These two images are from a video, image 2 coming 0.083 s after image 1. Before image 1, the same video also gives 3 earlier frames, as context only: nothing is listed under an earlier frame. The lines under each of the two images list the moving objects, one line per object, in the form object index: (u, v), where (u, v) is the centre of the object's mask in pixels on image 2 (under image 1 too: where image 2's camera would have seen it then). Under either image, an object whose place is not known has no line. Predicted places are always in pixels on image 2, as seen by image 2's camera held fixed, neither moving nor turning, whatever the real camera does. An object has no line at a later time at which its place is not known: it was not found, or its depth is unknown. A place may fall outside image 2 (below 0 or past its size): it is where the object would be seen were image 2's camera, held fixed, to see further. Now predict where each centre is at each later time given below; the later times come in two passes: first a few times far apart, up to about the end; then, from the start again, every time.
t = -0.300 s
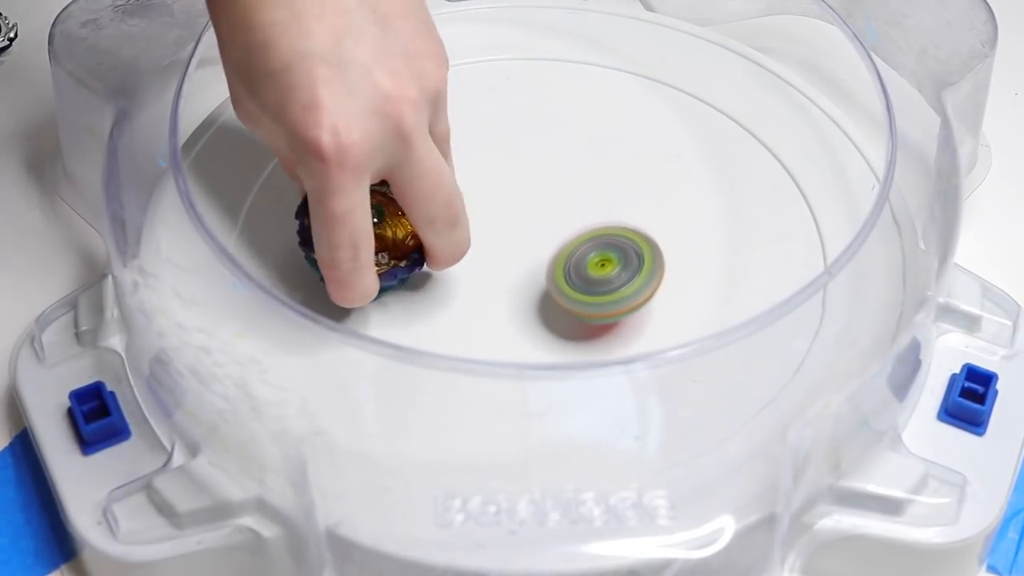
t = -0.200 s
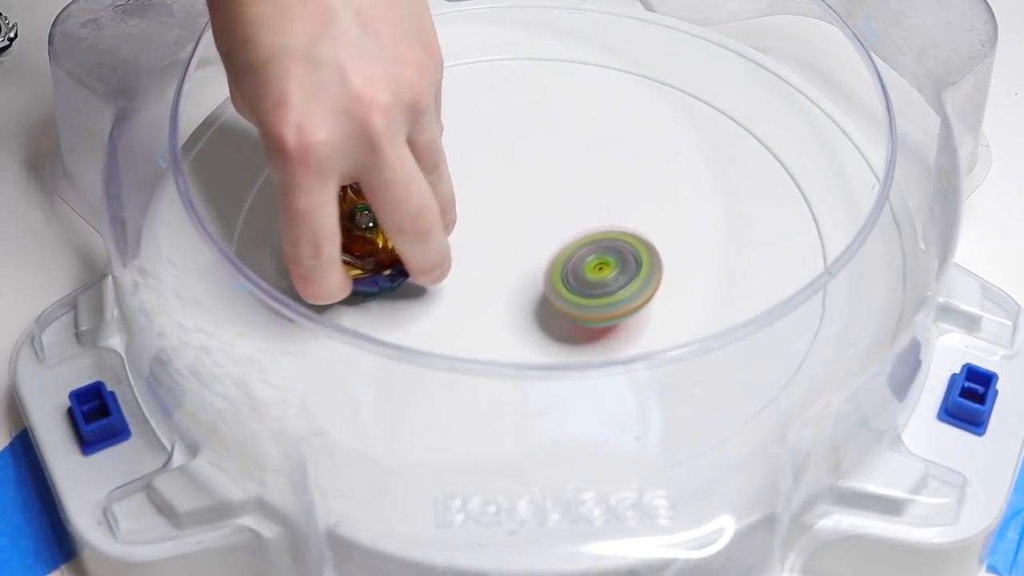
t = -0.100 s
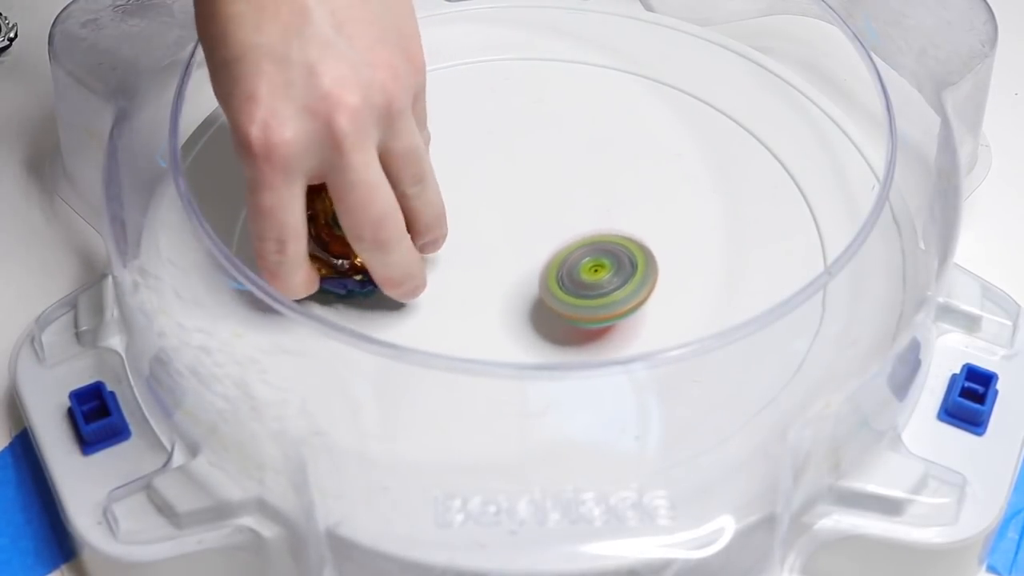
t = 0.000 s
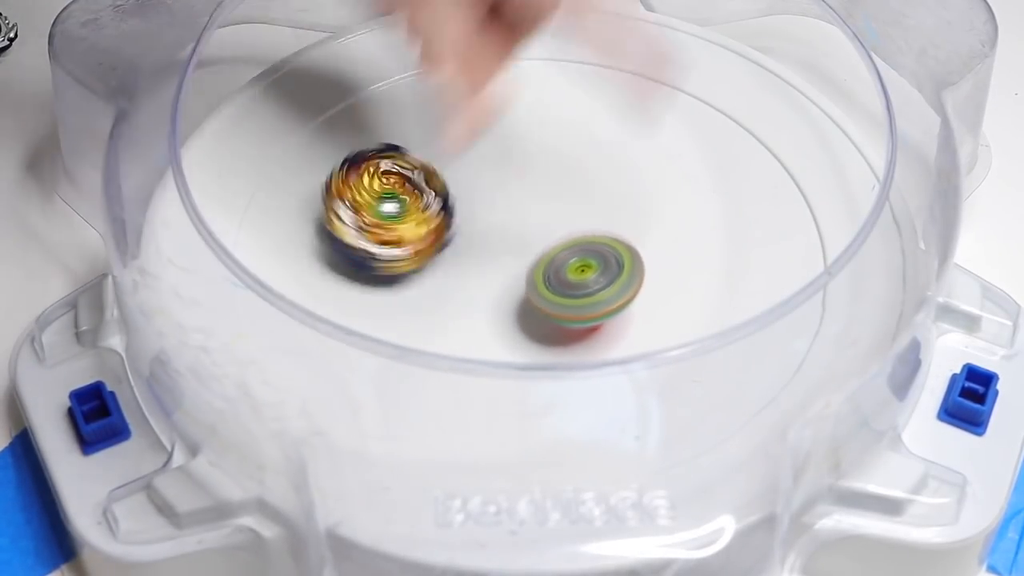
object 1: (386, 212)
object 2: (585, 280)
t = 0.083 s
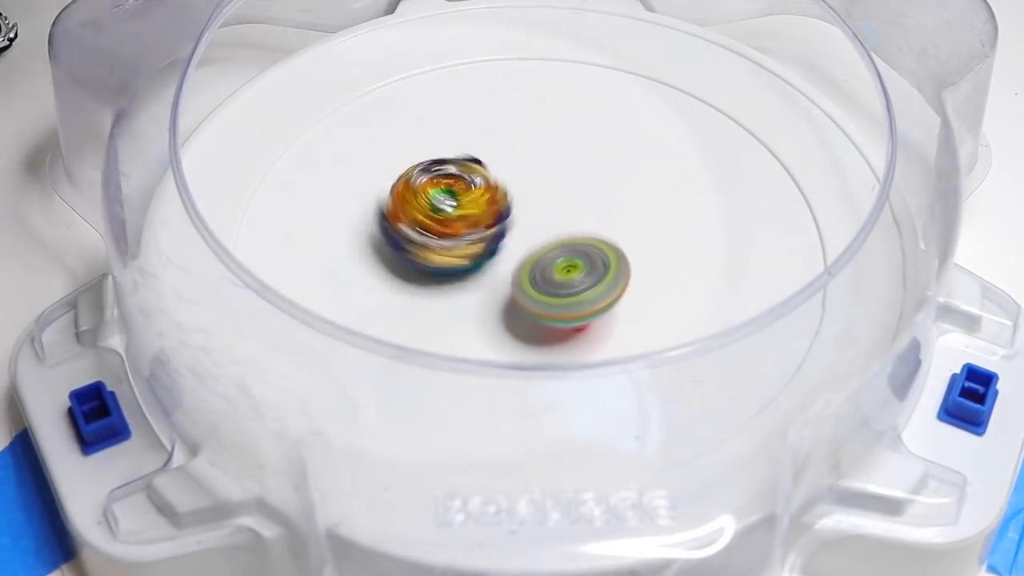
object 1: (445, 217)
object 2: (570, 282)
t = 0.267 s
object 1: (501, 173)
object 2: (638, 374)
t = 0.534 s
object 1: (524, 189)
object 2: (678, 345)
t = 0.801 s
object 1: (509, 236)
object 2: (589, 325)
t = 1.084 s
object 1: (506, 235)
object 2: (496, 362)
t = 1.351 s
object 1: (520, 240)
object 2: (453, 316)
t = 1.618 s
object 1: (580, 204)
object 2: (377, 292)
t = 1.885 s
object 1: (566, 205)
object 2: (408, 249)
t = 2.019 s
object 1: (554, 225)
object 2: (433, 222)
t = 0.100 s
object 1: (459, 216)
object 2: (567, 282)
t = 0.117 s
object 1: (469, 218)
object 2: (563, 282)
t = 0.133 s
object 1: (476, 217)
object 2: (568, 292)
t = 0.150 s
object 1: (477, 210)
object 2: (580, 308)
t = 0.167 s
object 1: (481, 202)
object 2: (591, 317)
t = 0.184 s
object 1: (483, 194)
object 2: (600, 324)
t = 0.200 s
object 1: (486, 187)
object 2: (609, 329)
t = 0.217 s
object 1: (490, 182)
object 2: (616, 332)
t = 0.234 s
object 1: (494, 180)
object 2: (628, 349)
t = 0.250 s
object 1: (498, 177)
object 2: (629, 355)
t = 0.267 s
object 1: (501, 173)
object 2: (638, 374)
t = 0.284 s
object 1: (505, 170)
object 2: (643, 374)
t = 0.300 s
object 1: (509, 167)
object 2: (649, 378)
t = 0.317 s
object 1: (512, 165)
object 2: (654, 380)
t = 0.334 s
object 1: (516, 166)
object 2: (659, 381)
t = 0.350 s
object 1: (519, 166)
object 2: (664, 381)
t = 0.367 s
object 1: (521, 167)
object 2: (668, 381)
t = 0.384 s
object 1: (523, 168)
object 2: (672, 380)
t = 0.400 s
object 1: (524, 169)
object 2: (677, 377)
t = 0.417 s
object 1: (524, 171)
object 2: (680, 375)
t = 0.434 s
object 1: (523, 173)
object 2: (684, 370)
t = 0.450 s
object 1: (522, 174)
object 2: (685, 367)
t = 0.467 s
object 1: (522, 175)
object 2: (686, 364)
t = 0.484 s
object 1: (522, 178)
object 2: (685, 361)
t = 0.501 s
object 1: (523, 182)
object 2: (685, 361)
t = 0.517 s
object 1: (524, 184)
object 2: (677, 346)
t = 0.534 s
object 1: (524, 189)
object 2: (678, 345)
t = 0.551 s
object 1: (525, 192)
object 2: (675, 342)
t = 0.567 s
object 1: (525, 195)
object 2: (670, 338)
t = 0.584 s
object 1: (524, 199)
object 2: (665, 333)
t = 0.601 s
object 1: (524, 203)
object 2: (657, 322)
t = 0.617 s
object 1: (523, 208)
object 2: (652, 321)
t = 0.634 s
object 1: (521, 212)
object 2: (646, 320)
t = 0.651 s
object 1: (520, 217)
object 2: (640, 318)
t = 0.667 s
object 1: (520, 221)
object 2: (633, 317)
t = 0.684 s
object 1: (519, 226)
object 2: (624, 315)
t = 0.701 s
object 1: (519, 231)
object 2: (616, 312)
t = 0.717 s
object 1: (519, 235)
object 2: (607, 311)
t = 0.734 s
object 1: (518, 238)
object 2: (598, 308)
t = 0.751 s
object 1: (516, 237)
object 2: (595, 311)
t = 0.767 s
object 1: (514, 237)
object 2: (593, 316)
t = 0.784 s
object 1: (511, 237)
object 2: (592, 321)
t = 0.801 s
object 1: (509, 236)
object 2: (589, 325)
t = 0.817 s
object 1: (508, 235)
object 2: (584, 327)
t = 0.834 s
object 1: (507, 233)
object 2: (578, 330)
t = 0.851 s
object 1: (506, 233)
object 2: (573, 332)
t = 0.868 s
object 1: (505, 231)
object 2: (567, 334)
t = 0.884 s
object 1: (505, 231)
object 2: (560, 336)
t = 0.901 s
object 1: (504, 231)
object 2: (554, 338)
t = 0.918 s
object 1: (504, 231)
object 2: (547, 339)
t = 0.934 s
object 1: (504, 231)
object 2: (542, 340)
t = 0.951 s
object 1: (504, 231)
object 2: (536, 341)
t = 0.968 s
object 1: (504, 232)
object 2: (527, 358)
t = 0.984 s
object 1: (504, 232)
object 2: (520, 361)
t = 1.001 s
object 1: (504, 233)
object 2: (515, 361)
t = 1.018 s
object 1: (504, 234)
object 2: (511, 361)
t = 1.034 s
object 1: (504, 234)
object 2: (507, 362)
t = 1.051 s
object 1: (505, 234)
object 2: (502, 362)
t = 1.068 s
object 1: (505, 235)
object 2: (500, 362)
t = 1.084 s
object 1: (506, 235)
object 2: (496, 362)
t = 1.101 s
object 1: (507, 236)
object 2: (493, 361)
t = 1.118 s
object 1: (508, 236)
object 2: (491, 359)
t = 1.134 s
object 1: (510, 237)
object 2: (486, 358)
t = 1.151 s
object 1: (512, 238)
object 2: (482, 356)
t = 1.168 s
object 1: (513, 237)
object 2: (481, 354)
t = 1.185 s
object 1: (514, 238)
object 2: (478, 352)
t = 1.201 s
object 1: (515, 239)
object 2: (475, 350)
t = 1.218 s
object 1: (516, 239)
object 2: (473, 346)
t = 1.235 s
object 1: (516, 239)
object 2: (470, 343)
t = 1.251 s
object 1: (517, 239)
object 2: (468, 332)
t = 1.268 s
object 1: (517, 240)
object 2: (466, 330)
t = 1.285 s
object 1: (518, 240)
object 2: (463, 328)
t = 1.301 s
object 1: (519, 241)
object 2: (460, 325)
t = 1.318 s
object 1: (518, 241)
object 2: (458, 322)
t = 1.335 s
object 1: (519, 240)
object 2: (455, 319)
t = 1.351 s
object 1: (520, 240)
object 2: (453, 316)
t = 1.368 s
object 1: (520, 239)
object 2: (450, 312)
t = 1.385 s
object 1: (520, 238)
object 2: (448, 310)
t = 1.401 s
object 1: (522, 237)
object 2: (442, 307)
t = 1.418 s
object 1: (526, 234)
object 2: (432, 307)
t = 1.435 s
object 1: (532, 230)
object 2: (423, 307)
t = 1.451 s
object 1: (537, 227)
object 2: (414, 306)
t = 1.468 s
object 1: (543, 224)
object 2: (408, 305)
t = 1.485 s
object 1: (547, 220)
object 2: (400, 304)
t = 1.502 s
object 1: (552, 217)
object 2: (395, 302)
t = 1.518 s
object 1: (557, 215)
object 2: (391, 301)
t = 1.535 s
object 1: (562, 212)
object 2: (387, 299)
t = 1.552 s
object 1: (567, 210)
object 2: (384, 298)
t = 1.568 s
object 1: (571, 208)
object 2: (381, 296)
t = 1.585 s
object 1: (574, 207)
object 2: (379, 295)
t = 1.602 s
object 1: (577, 205)
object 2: (378, 293)
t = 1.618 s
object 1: (580, 204)
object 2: (377, 292)
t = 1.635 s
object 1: (582, 202)
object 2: (376, 291)
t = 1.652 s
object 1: (583, 201)
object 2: (376, 290)
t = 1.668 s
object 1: (584, 201)
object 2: (375, 288)
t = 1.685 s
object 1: (584, 201)
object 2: (376, 286)
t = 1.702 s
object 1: (584, 200)
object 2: (378, 283)
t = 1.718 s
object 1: (584, 200)
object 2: (380, 280)
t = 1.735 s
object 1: (582, 200)
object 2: (381, 277)
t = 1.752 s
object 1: (581, 200)
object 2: (383, 274)
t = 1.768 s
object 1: (580, 200)
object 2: (386, 271)
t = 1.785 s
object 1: (579, 199)
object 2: (388, 268)
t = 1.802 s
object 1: (577, 199)
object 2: (392, 265)
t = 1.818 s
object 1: (574, 199)
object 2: (395, 262)
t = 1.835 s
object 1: (572, 201)
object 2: (398, 259)
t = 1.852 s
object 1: (570, 202)
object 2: (402, 256)
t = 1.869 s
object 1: (568, 204)
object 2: (405, 253)
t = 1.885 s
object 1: (566, 205)
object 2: (408, 249)
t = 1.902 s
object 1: (563, 207)
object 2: (412, 246)
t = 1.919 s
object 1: (561, 209)
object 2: (416, 243)
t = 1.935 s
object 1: (559, 212)
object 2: (419, 239)
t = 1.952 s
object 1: (558, 214)
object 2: (423, 236)
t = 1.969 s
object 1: (556, 217)
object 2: (426, 232)
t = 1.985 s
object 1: (556, 220)
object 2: (430, 228)
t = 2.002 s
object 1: (554, 223)
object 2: (433, 225)
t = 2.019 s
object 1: (554, 225)
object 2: (433, 222)
